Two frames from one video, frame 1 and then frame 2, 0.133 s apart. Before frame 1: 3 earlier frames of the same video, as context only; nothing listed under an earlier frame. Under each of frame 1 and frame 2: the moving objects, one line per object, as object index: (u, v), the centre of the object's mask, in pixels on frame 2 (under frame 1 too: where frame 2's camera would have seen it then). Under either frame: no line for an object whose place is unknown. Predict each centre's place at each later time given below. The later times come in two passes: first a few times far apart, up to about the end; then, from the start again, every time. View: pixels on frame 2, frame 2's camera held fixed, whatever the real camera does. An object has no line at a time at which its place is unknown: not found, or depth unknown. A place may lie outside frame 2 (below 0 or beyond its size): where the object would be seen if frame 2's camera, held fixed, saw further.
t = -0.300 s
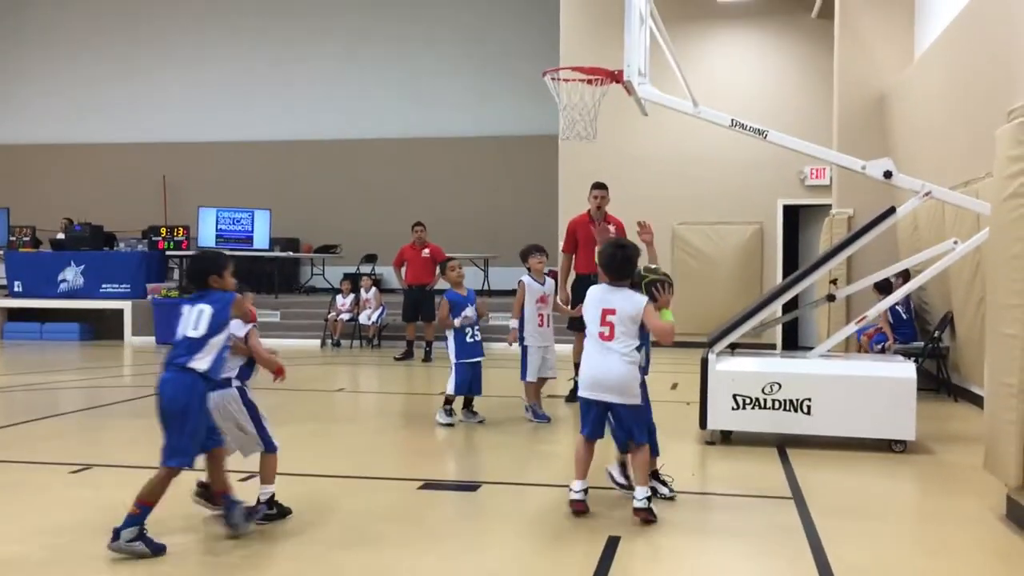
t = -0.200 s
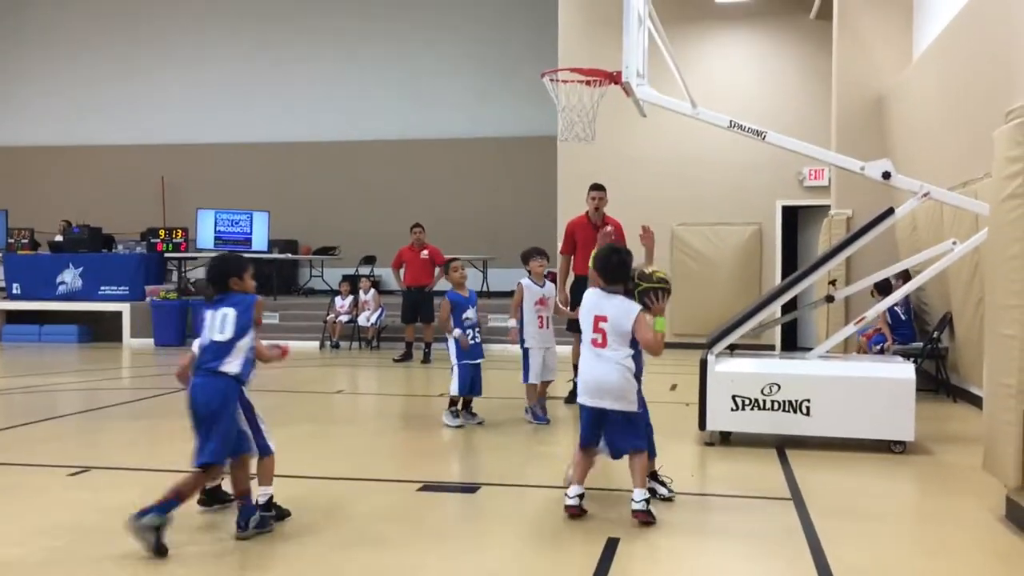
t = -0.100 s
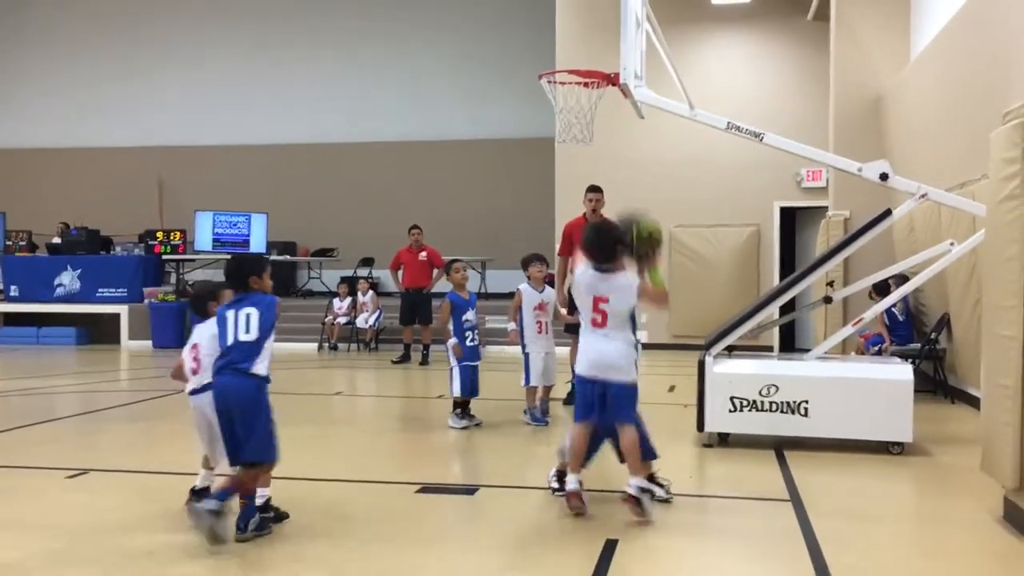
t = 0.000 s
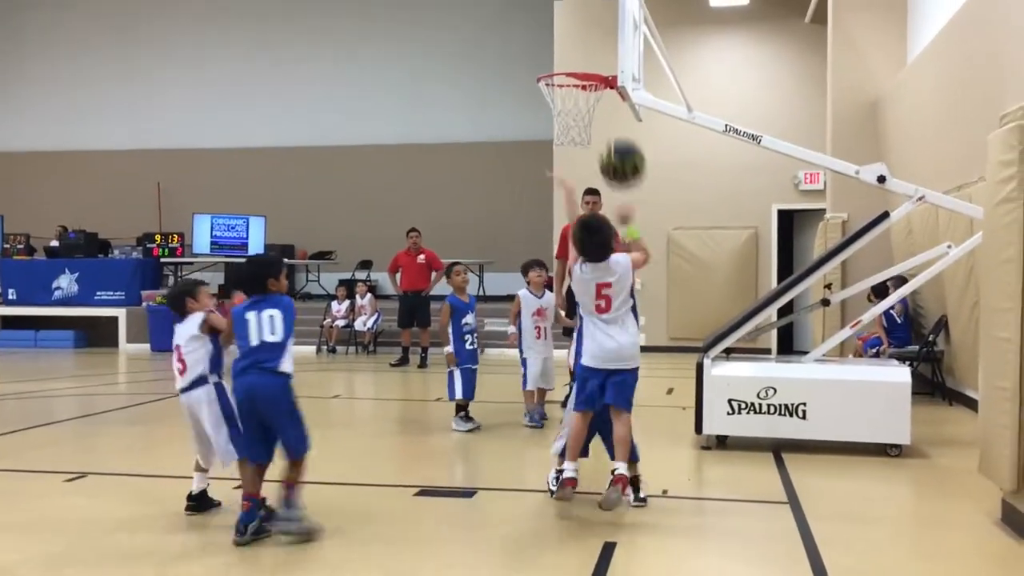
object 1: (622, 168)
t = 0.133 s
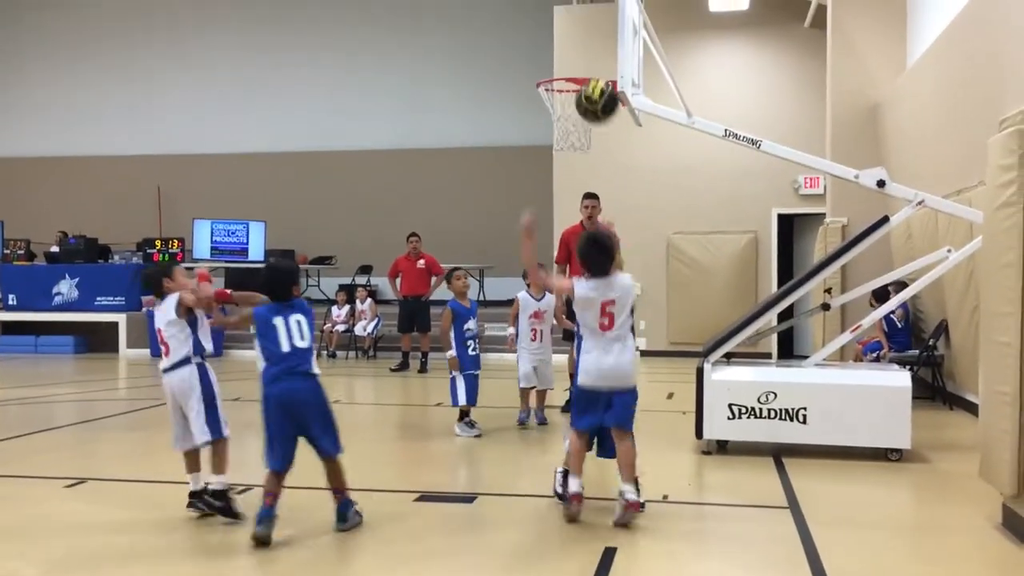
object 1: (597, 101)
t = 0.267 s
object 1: (575, 74)
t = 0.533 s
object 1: (538, 115)
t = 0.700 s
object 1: (519, 191)
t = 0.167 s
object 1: (591, 91)
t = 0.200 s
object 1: (585, 83)
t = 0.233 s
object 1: (580, 78)
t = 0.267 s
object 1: (575, 74)
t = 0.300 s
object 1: (570, 73)
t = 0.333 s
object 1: (565, 73)
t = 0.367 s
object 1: (560, 76)
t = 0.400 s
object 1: (555, 80)
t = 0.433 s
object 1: (551, 87)
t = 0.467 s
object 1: (546, 95)
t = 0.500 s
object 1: (542, 104)
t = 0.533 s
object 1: (538, 115)
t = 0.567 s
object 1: (534, 127)
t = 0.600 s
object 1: (530, 142)
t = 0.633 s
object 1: (526, 158)
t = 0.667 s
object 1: (522, 172)
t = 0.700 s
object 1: (519, 191)
